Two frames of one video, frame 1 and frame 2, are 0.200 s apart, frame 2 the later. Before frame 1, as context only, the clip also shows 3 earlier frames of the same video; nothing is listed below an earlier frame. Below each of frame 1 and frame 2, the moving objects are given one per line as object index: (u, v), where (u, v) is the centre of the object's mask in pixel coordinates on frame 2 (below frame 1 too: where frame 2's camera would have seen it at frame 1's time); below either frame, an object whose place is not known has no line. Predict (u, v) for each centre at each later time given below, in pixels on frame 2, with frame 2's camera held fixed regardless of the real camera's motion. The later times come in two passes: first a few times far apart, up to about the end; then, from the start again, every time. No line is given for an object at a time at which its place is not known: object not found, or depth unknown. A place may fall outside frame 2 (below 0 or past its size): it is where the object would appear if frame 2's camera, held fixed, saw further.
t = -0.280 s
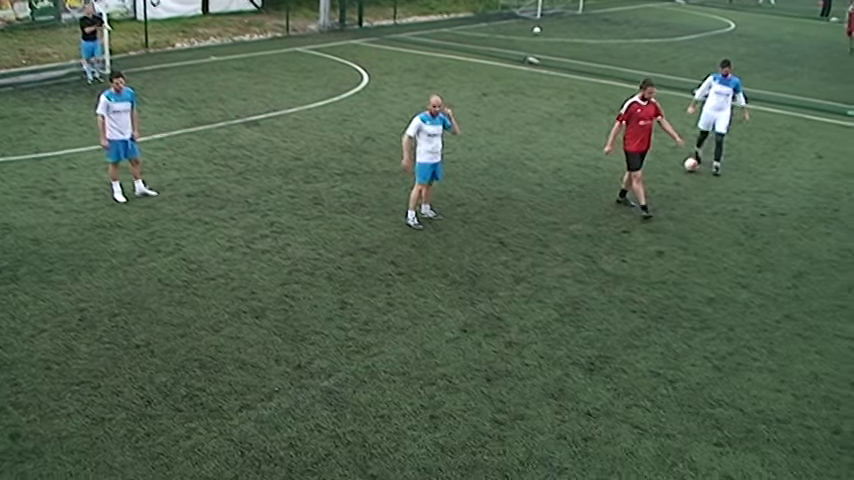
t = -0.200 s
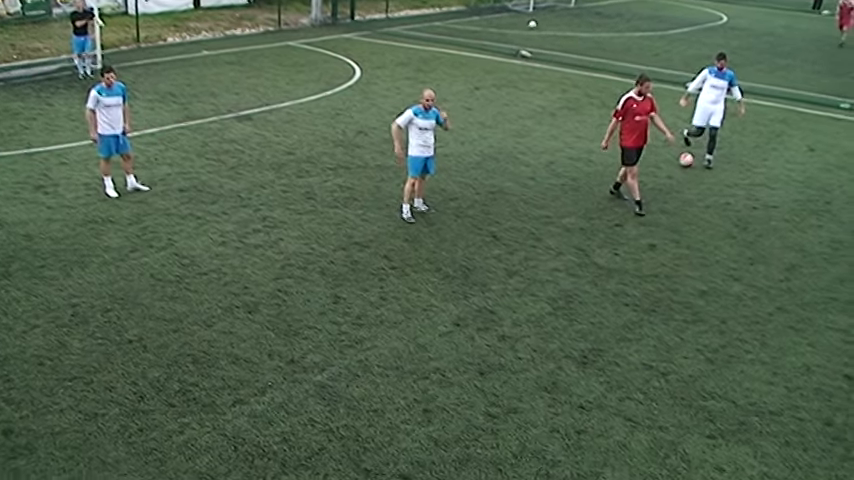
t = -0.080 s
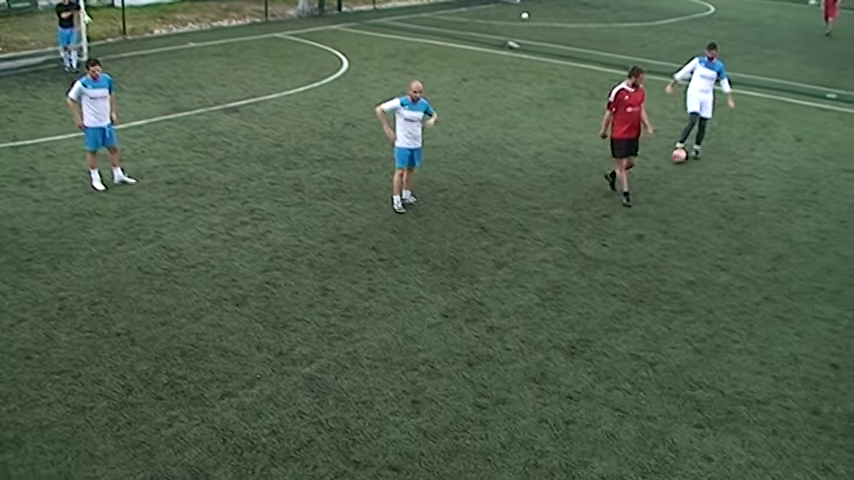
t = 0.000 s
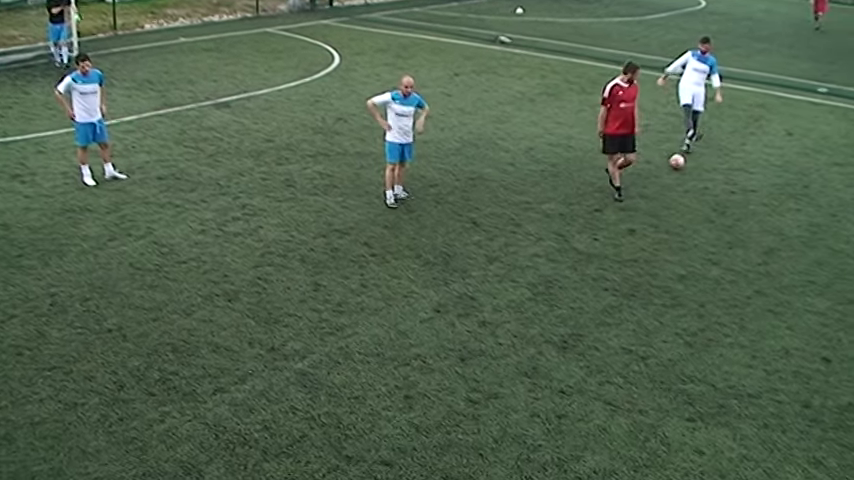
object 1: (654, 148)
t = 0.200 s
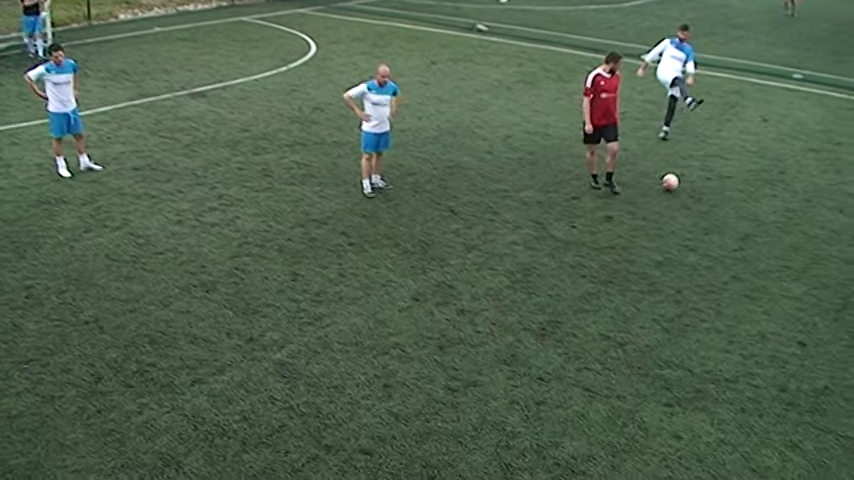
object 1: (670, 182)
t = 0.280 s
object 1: (676, 196)
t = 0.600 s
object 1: (704, 251)
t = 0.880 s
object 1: (729, 301)
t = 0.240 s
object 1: (673, 190)
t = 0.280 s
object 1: (676, 196)
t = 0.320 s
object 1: (680, 204)
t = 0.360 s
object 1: (683, 211)
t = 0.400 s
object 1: (686, 216)
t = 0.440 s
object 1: (690, 222)
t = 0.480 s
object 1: (693, 231)
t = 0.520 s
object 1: (696, 240)
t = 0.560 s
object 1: (700, 246)
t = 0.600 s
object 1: (704, 251)
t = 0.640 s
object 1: (708, 257)
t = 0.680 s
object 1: (711, 265)
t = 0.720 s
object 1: (715, 275)
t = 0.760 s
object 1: (718, 280)
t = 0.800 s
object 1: (722, 285)
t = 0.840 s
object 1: (726, 292)
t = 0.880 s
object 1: (729, 301)
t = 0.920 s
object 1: (733, 308)
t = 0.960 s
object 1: (737, 313)
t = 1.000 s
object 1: (742, 320)
